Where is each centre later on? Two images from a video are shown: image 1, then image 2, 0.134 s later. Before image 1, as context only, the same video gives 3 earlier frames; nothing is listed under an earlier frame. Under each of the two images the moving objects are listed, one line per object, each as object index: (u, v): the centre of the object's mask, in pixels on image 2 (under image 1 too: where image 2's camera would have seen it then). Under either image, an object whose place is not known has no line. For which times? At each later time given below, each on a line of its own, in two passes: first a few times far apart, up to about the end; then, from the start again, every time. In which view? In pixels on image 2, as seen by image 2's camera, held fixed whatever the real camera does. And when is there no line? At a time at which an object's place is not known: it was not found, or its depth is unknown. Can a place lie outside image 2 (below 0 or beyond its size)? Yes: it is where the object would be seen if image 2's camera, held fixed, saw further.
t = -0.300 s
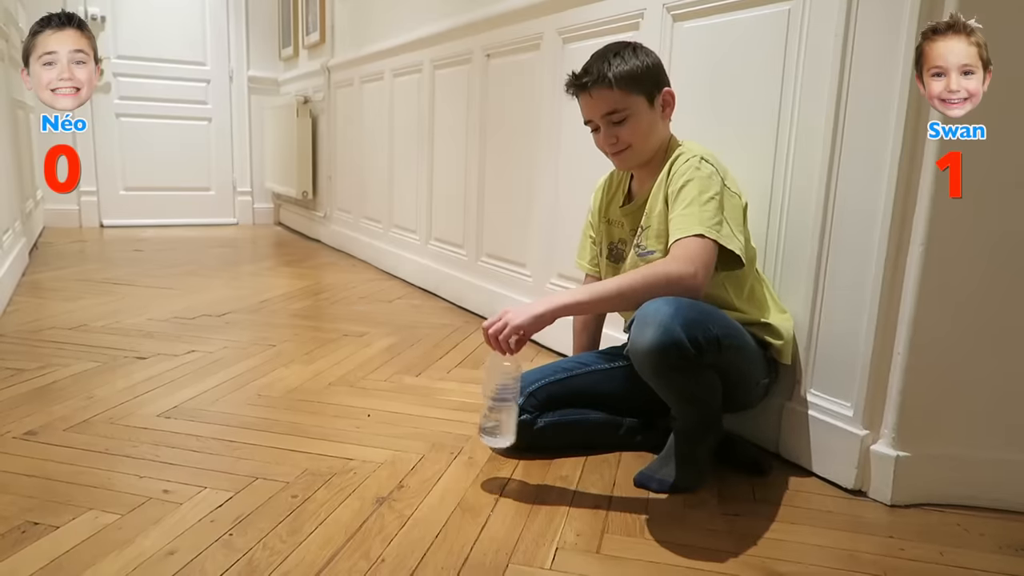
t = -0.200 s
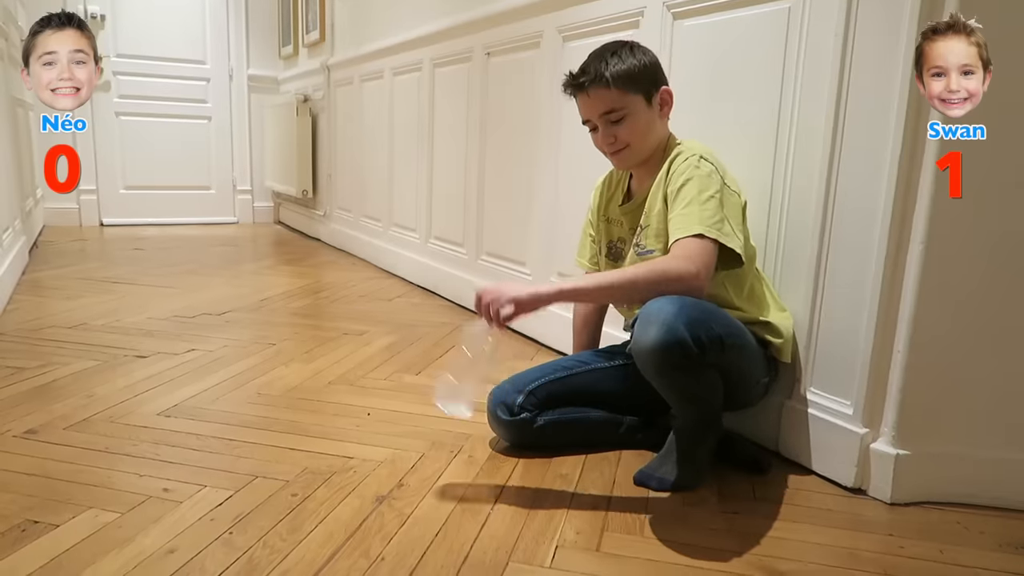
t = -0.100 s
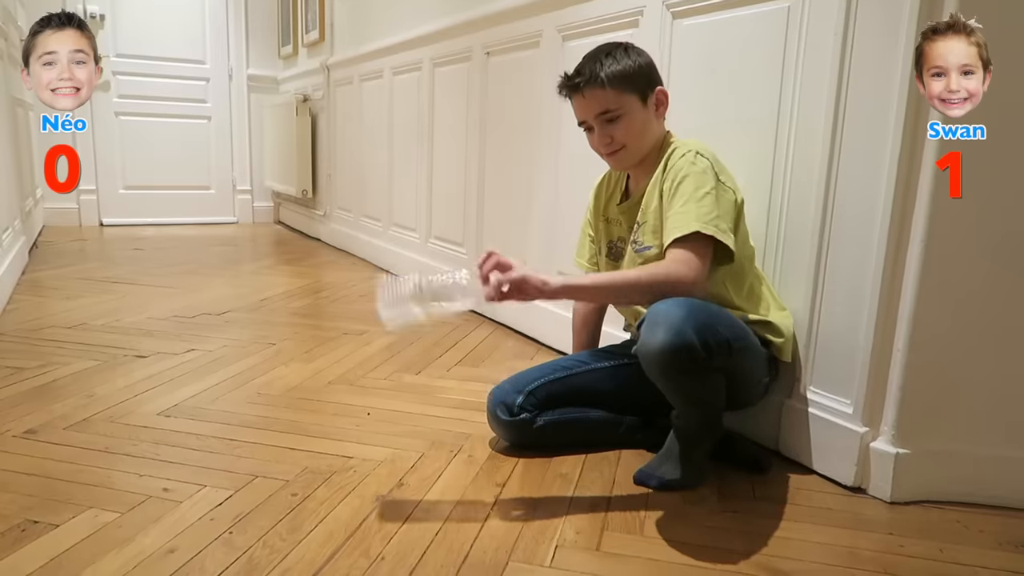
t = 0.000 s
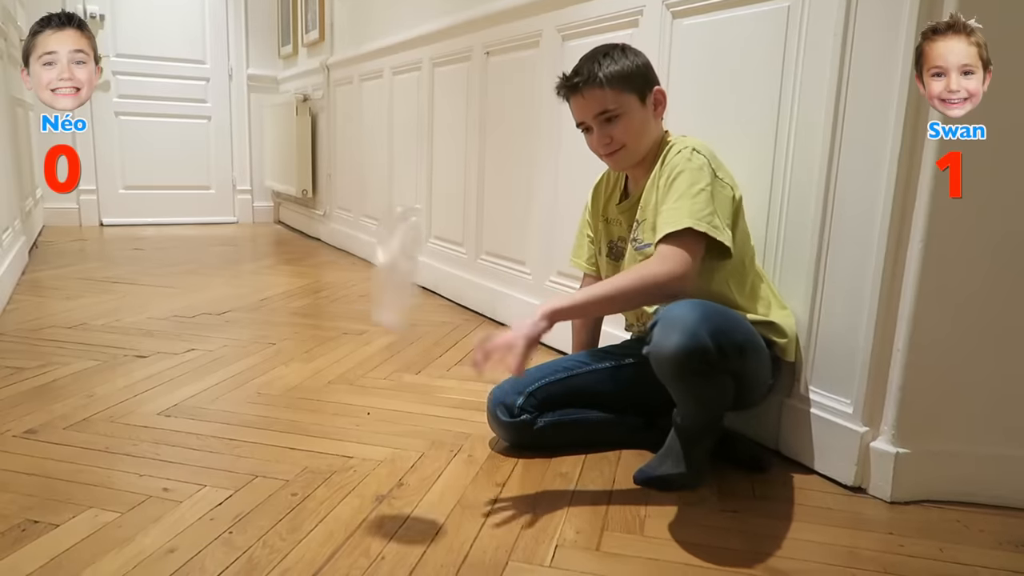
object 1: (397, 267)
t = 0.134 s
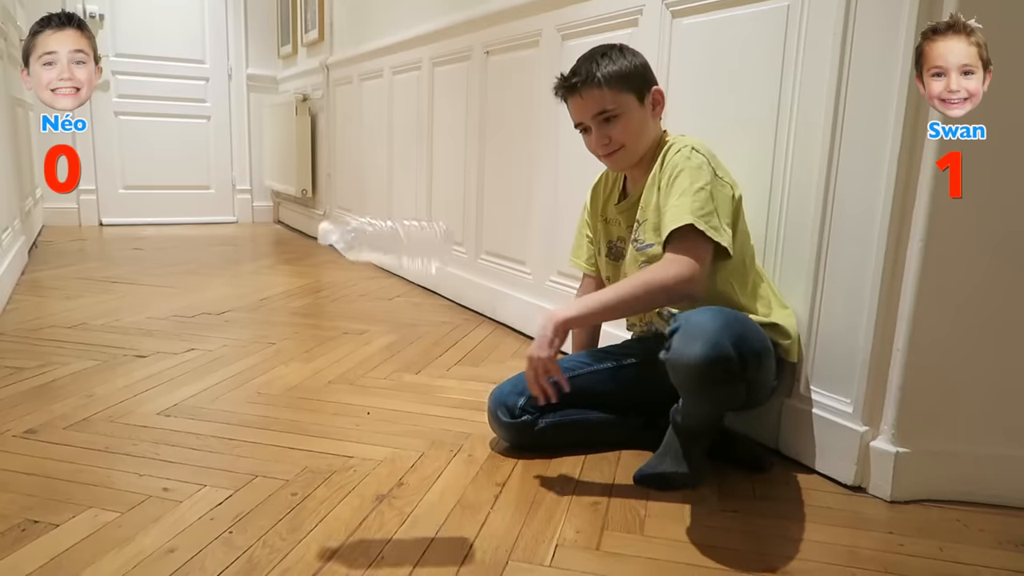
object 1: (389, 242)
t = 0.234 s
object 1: (407, 324)
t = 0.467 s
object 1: (451, 516)
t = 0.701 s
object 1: (489, 561)
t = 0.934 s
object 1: (491, 562)
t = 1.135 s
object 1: (494, 561)
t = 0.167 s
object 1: (397, 262)
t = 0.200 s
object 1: (401, 289)
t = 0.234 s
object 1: (407, 324)
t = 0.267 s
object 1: (412, 369)
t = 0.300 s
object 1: (417, 426)
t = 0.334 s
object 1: (423, 500)
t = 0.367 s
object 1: (431, 510)
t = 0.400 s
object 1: (437, 511)
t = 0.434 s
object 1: (443, 515)
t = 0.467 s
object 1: (451, 516)
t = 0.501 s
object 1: (456, 519)
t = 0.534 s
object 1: (461, 524)
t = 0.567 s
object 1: (471, 529)
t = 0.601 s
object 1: (482, 540)
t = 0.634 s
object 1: (495, 554)
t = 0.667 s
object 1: (488, 561)
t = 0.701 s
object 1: (489, 561)
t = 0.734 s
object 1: (486, 562)
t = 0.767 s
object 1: (485, 562)
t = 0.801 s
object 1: (486, 562)
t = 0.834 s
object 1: (488, 561)
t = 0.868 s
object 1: (490, 562)
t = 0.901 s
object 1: (490, 562)
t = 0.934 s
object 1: (491, 562)
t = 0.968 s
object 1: (491, 562)
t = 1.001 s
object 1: (492, 562)
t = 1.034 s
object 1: (492, 561)
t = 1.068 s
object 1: (493, 561)
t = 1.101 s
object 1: (494, 561)
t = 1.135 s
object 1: (494, 561)
